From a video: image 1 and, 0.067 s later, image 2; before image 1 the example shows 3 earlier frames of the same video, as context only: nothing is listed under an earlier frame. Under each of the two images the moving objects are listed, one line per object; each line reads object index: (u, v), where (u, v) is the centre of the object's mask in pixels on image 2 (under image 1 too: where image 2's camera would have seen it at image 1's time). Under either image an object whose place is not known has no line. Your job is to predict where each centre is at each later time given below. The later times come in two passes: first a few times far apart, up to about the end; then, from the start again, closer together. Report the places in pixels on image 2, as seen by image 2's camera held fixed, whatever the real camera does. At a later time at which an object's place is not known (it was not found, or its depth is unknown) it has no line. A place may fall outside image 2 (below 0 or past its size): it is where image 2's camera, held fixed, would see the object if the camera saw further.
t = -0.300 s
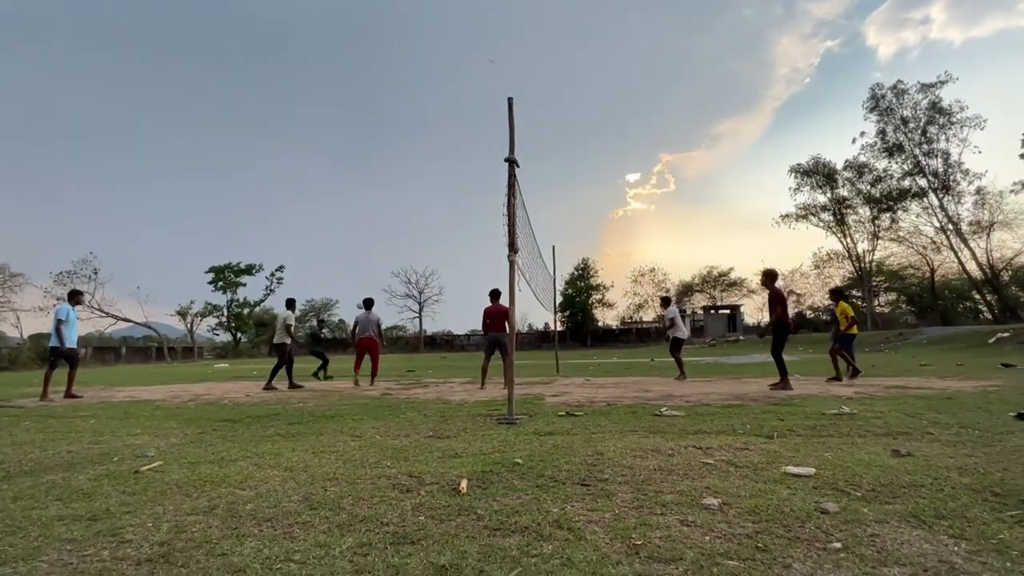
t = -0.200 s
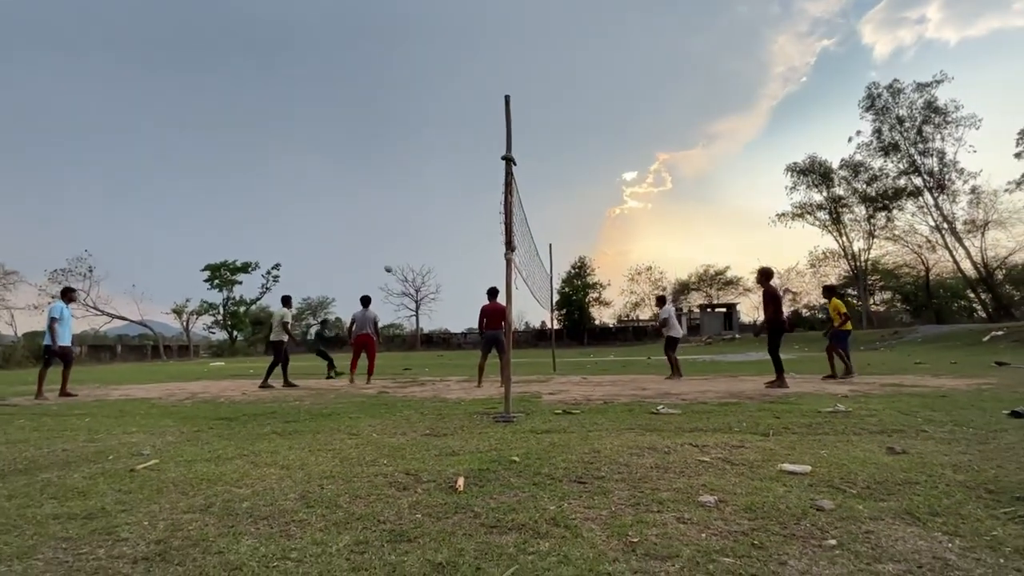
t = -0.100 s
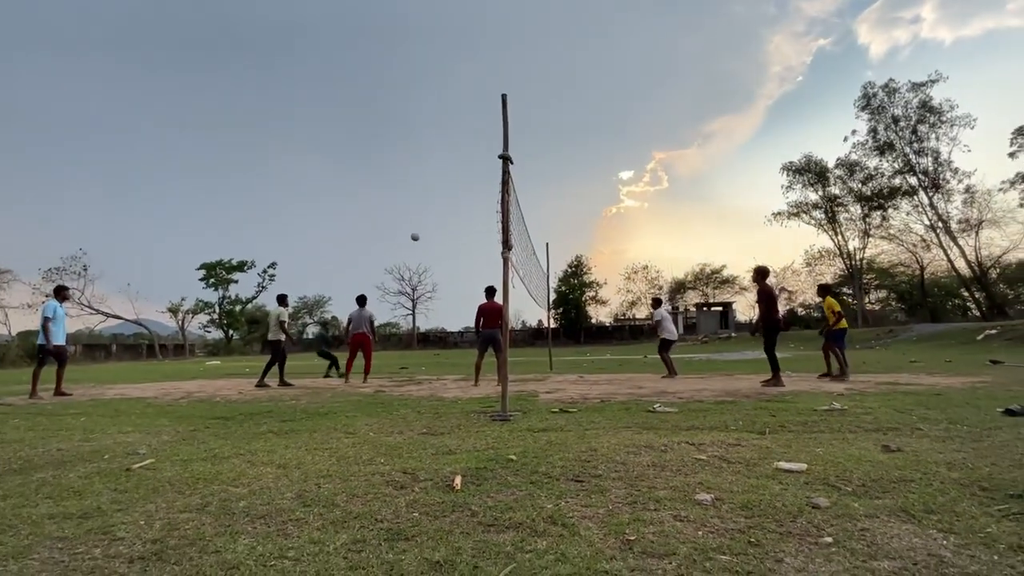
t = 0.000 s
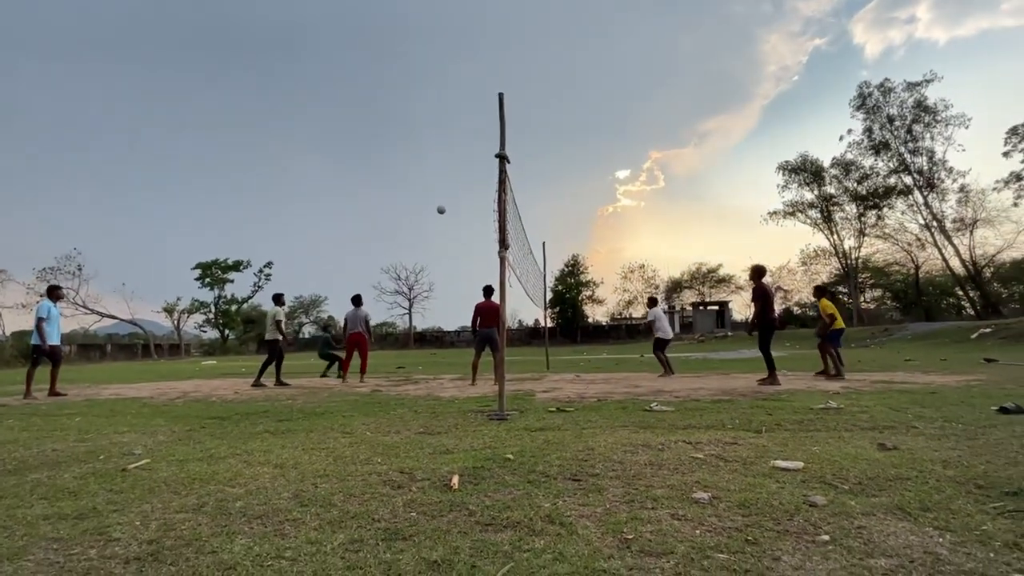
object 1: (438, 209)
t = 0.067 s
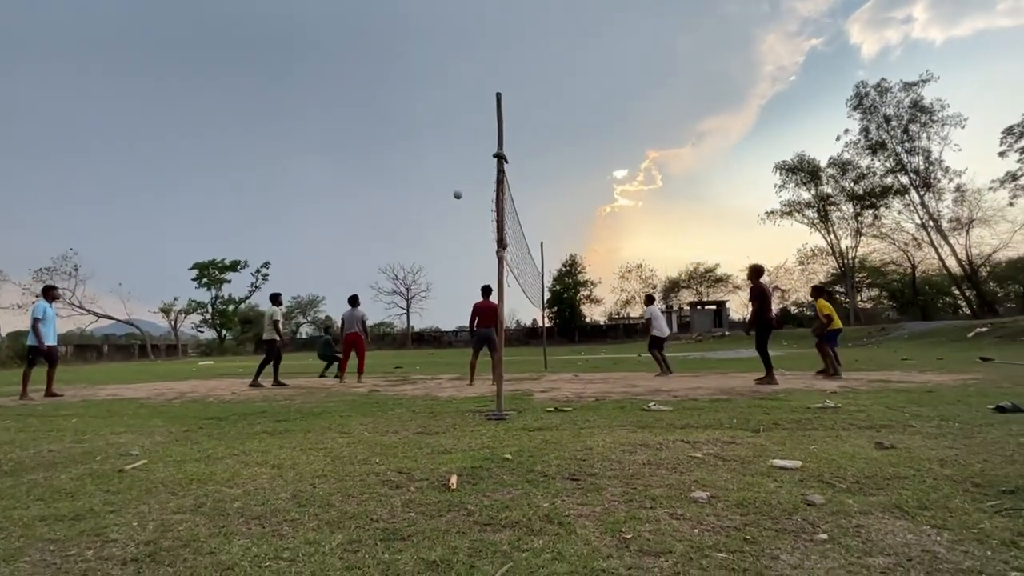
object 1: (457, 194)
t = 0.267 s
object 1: (513, 161)
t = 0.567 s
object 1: (594, 140)
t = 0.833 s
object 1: (664, 151)
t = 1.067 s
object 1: (725, 183)
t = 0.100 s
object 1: (467, 188)
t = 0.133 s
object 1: (476, 182)
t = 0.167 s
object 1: (486, 176)
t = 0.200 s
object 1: (494, 171)
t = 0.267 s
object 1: (513, 161)
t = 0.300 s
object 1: (522, 157)
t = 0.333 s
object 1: (531, 154)
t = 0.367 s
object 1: (541, 150)
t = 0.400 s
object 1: (549, 147)
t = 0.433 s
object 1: (558, 145)
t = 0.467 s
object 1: (567, 143)
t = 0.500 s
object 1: (577, 142)
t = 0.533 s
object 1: (585, 140)
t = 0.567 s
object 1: (594, 140)
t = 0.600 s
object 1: (603, 140)
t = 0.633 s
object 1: (612, 140)
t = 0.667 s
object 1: (620, 141)
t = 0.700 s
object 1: (629, 142)
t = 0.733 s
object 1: (638, 144)
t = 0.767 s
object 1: (646, 146)
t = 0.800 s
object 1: (655, 148)
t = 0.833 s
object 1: (664, 151)
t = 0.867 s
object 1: (673, 154)
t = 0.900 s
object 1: (681, 158)
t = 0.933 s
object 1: (690, 162)
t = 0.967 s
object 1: (699, 167)
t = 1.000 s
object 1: (708, 172)
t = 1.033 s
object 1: (717, 177)
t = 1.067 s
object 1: (725, 183)
